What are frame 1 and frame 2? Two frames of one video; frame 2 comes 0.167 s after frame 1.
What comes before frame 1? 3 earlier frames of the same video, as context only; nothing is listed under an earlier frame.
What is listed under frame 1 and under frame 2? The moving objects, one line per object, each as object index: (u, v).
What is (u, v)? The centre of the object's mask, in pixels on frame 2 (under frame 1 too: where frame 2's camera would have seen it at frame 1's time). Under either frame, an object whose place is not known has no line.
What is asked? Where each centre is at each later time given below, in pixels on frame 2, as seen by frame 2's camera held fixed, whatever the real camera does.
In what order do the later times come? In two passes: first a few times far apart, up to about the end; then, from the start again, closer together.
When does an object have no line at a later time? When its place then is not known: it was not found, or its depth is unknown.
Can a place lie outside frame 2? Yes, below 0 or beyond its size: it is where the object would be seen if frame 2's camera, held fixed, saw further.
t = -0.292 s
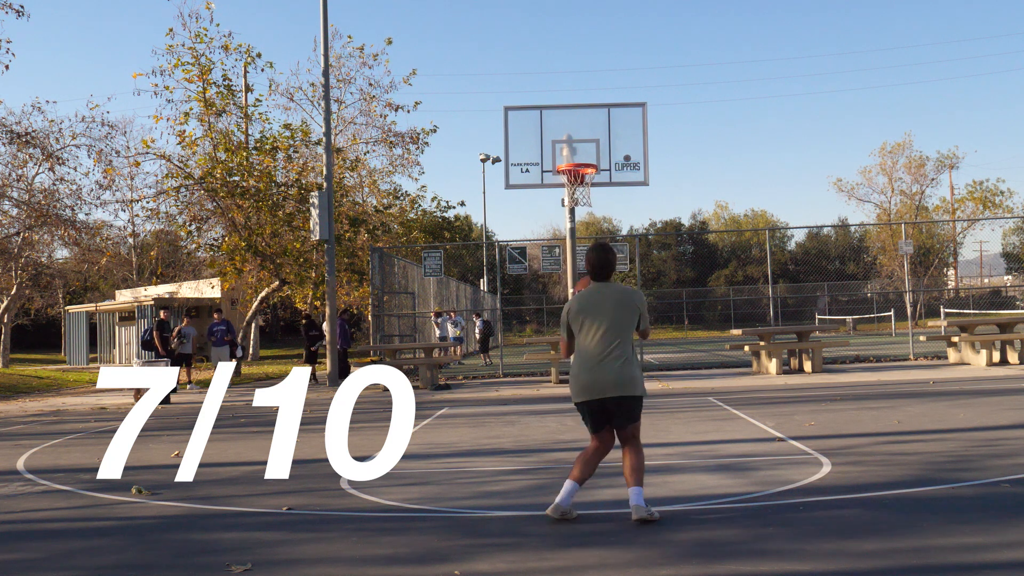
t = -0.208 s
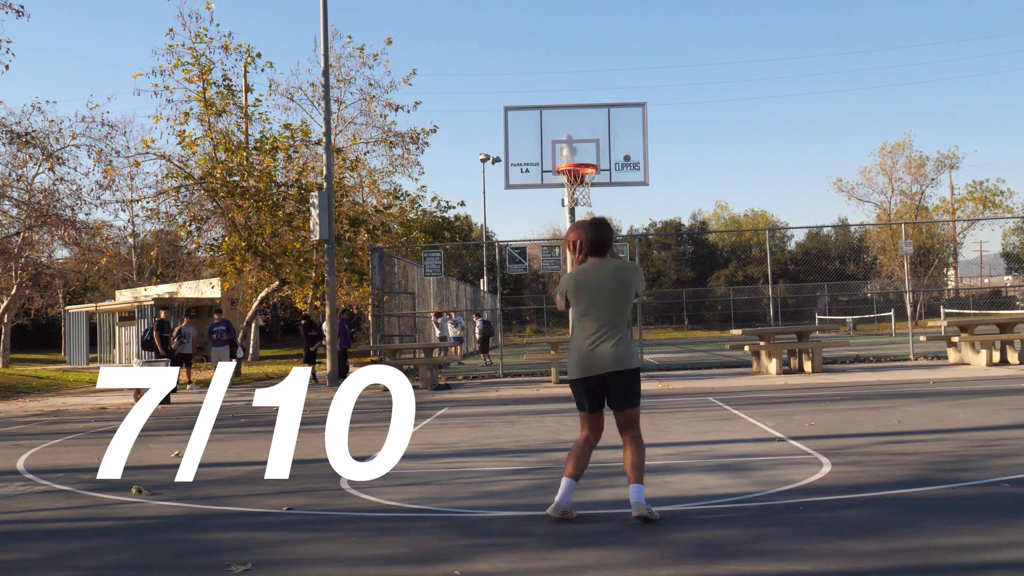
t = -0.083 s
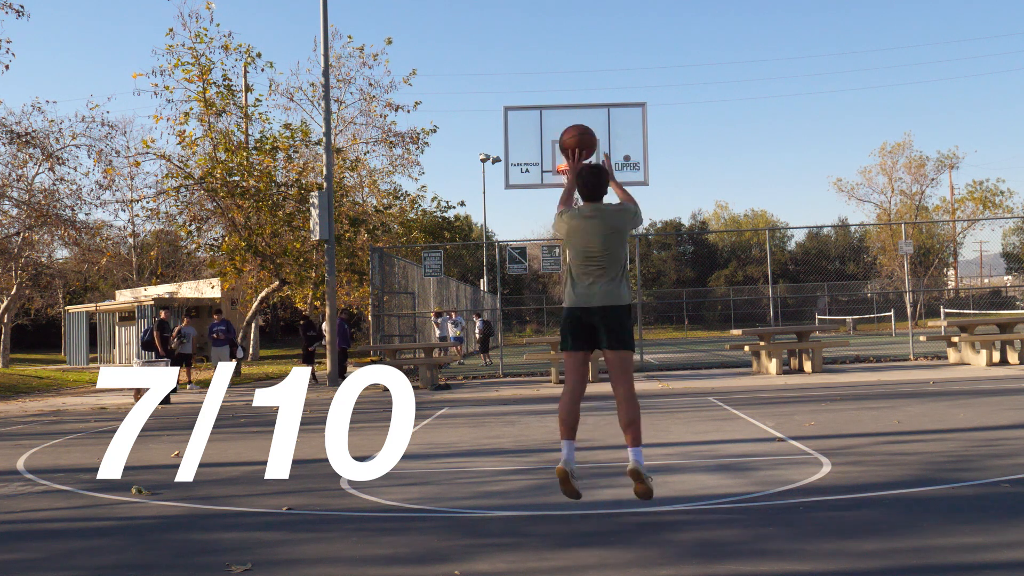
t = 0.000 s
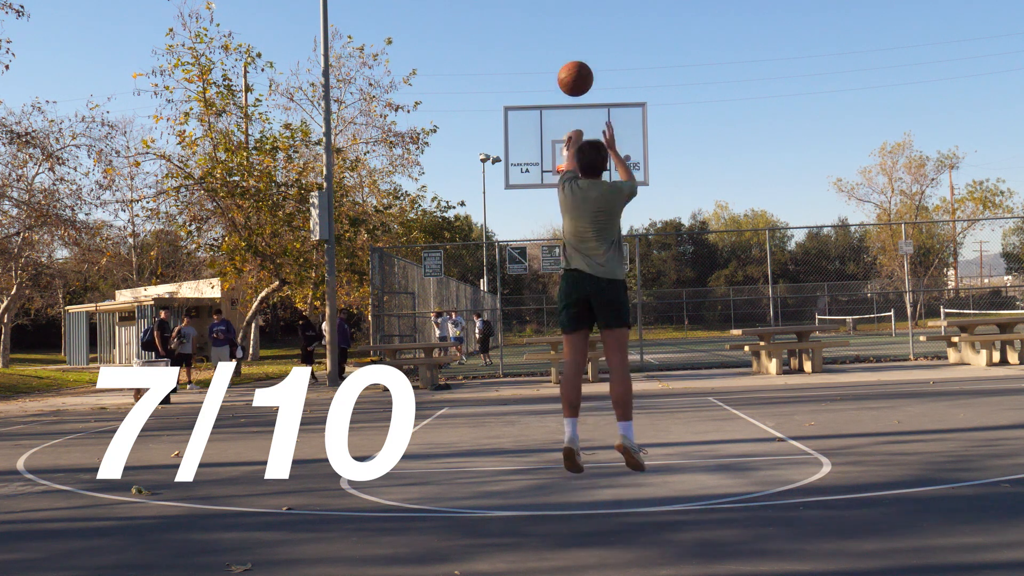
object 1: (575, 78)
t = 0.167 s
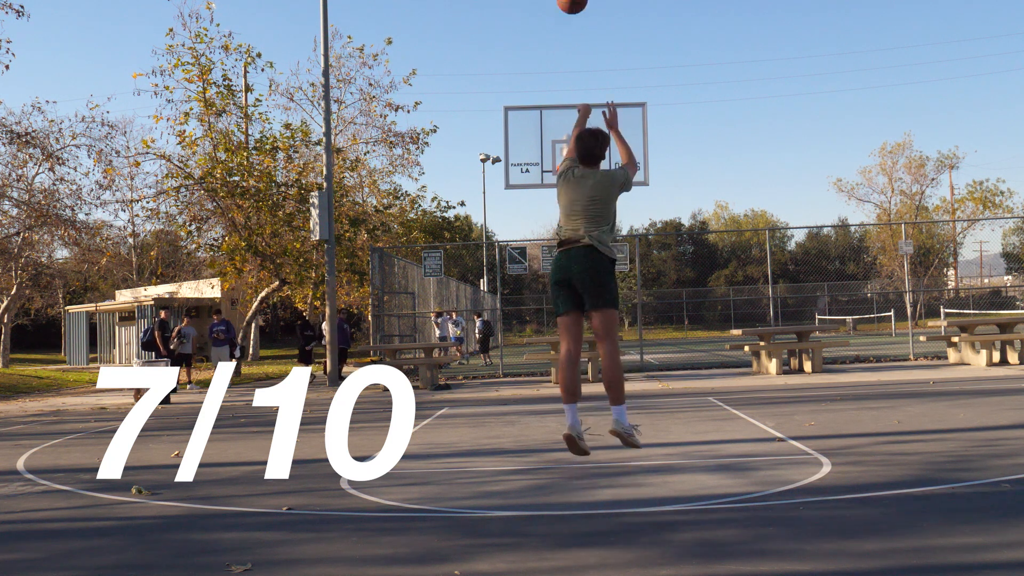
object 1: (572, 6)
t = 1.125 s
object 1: (579, 149)
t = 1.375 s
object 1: (567, 157)
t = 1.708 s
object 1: (587, 151)
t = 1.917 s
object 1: (574, 158)
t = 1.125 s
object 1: (579, 149)
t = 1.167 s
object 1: (579, 160)
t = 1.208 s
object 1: (573, 160)
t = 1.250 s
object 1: (579, 160)
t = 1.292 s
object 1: (583, 160)
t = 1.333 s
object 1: (574, 158)
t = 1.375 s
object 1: (567, 157)
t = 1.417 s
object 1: (569, 154)
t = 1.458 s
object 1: (572, 150)
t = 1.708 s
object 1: (587, 151)
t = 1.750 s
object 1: (589, 156)
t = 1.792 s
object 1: (587, 157)
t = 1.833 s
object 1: (583, 156)
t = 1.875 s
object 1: (579, 156)
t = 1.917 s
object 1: (574, 158)
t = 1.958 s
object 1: (570, 160)
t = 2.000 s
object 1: (569, 162)
